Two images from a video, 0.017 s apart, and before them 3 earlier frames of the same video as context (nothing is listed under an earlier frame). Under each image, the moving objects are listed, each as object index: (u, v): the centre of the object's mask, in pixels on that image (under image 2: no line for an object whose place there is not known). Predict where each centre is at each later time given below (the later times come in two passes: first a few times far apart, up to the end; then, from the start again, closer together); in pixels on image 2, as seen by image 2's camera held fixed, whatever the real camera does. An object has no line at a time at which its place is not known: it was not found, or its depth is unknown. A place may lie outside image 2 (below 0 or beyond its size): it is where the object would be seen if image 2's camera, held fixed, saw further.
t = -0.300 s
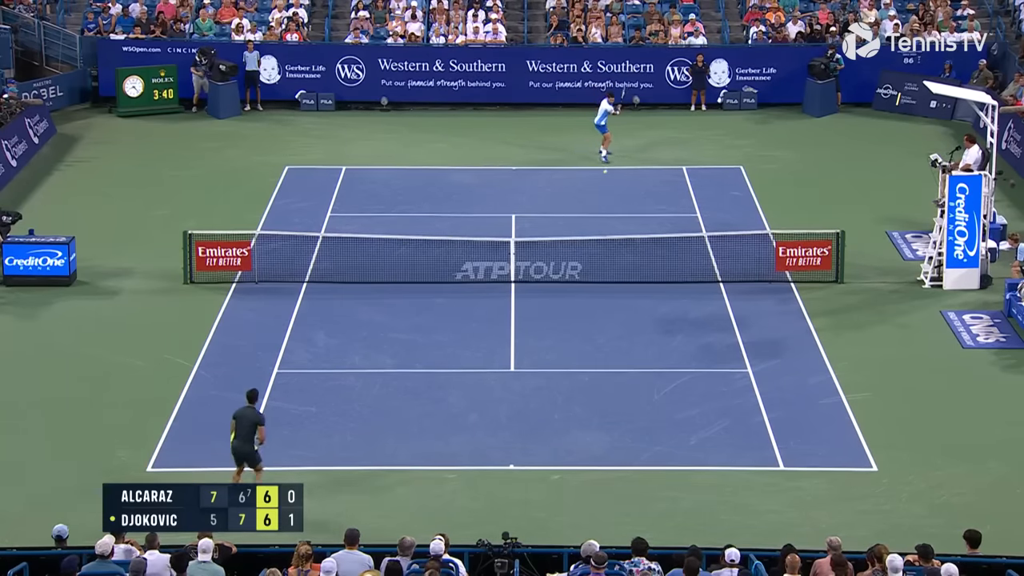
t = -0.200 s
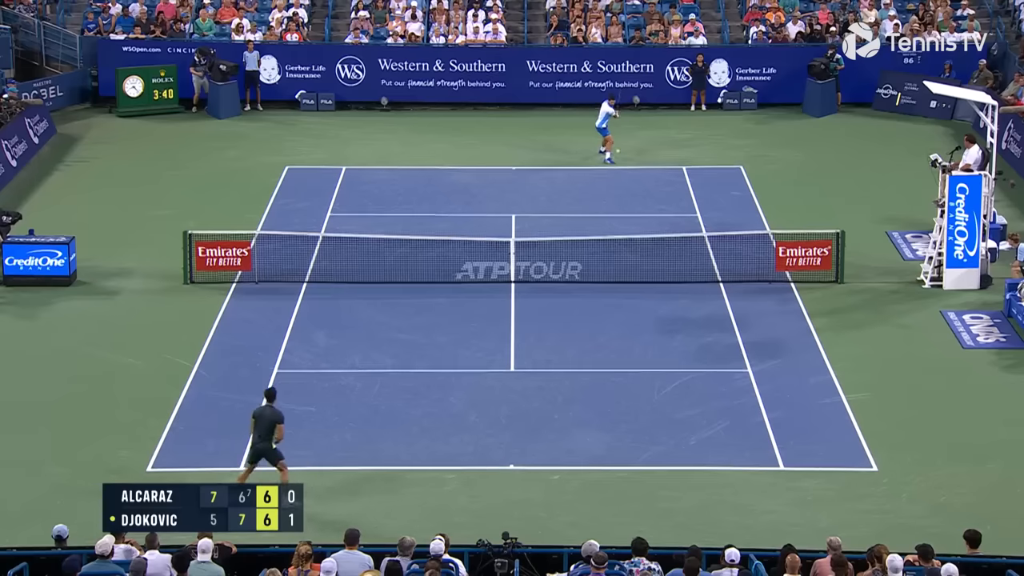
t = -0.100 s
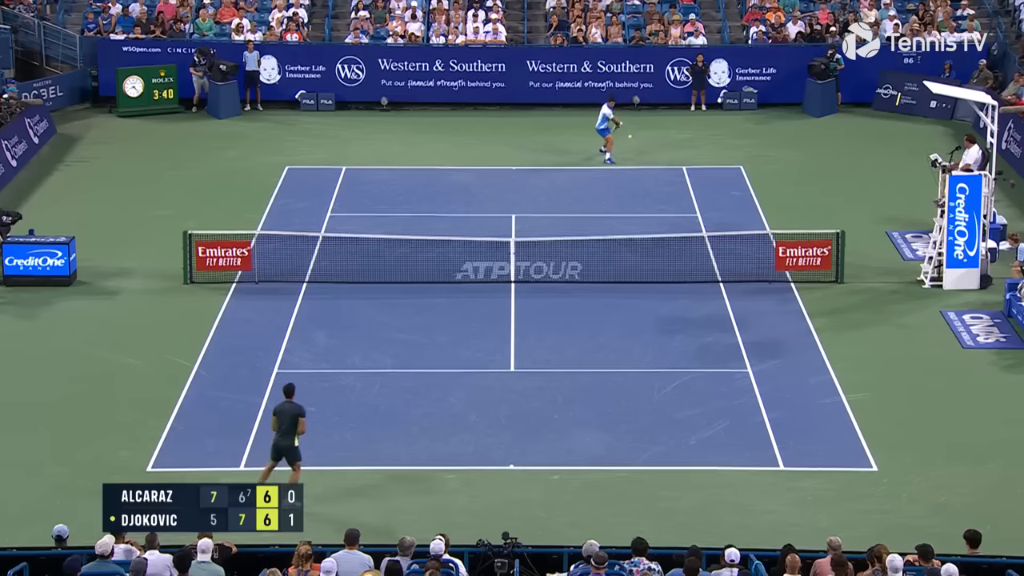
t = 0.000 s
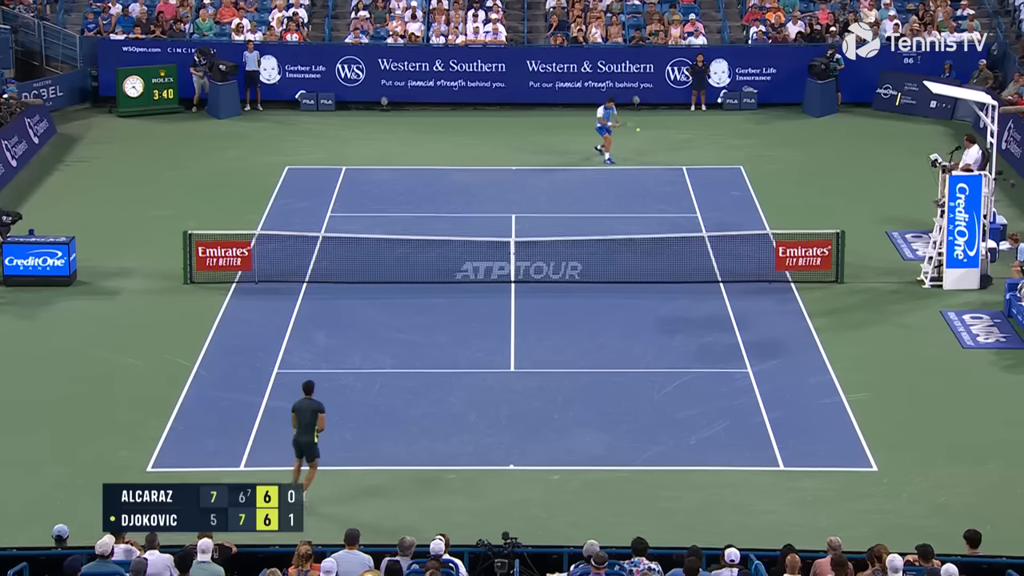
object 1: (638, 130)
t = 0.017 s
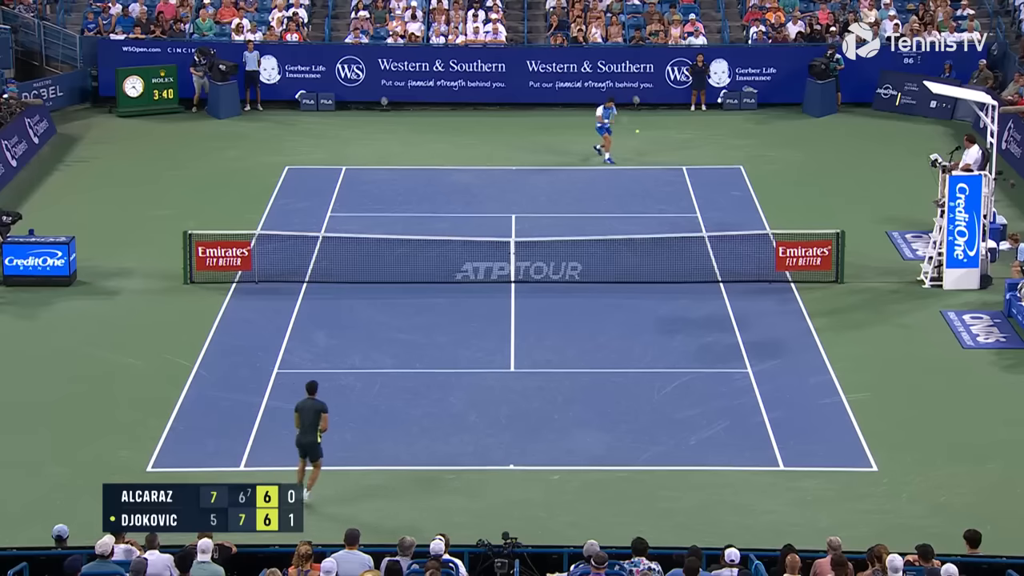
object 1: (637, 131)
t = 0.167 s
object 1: (631, 151)
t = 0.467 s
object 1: (625, 234)
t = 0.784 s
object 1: (629, 394)
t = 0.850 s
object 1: (630, 439)
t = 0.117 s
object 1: (633, 143)
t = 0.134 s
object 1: (632, 146)
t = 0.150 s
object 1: (632, 148)
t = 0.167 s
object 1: (631, 151)
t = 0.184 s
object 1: (631, 155)
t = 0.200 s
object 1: (630, 158)
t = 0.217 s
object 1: (630, 162)
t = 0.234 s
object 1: (629, 164)
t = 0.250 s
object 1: (629, 169)
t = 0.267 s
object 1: (629, 173)
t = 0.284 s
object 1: (629, 177)
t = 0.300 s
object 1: (628, 181)
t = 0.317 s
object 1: (628, 186)
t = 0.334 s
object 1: (627, 191)
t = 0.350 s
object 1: (627, 196)
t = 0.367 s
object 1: (627, 200)
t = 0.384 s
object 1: (626, 206)
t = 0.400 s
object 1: (626, 211)
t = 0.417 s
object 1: (626, 217)
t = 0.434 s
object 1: (626, 223)
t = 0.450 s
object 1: (626, 228)
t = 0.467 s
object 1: (625, 234)
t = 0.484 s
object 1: (625, 241)
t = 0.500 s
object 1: (625, 248)
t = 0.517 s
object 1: (625, 255)
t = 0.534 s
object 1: (625, 261)
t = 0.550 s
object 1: (625, 269)
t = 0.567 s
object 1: (625, 276)
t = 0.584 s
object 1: (626, 284)
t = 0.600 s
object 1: (626, 292)
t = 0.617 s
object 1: (626, 300)
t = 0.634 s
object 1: (626, 308)
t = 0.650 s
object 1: (627, 317)
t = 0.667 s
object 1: (626, 326)
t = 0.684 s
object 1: (627, 335)
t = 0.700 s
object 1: (627, 344)
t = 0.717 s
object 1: (627, 353)
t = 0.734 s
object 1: (627, 364)
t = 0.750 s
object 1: (628, 374)
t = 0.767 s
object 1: (628, 384)
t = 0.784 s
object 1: (629, 394)
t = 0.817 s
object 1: (629, 416)
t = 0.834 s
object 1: (630, 427)
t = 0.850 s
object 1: (630, 439)
